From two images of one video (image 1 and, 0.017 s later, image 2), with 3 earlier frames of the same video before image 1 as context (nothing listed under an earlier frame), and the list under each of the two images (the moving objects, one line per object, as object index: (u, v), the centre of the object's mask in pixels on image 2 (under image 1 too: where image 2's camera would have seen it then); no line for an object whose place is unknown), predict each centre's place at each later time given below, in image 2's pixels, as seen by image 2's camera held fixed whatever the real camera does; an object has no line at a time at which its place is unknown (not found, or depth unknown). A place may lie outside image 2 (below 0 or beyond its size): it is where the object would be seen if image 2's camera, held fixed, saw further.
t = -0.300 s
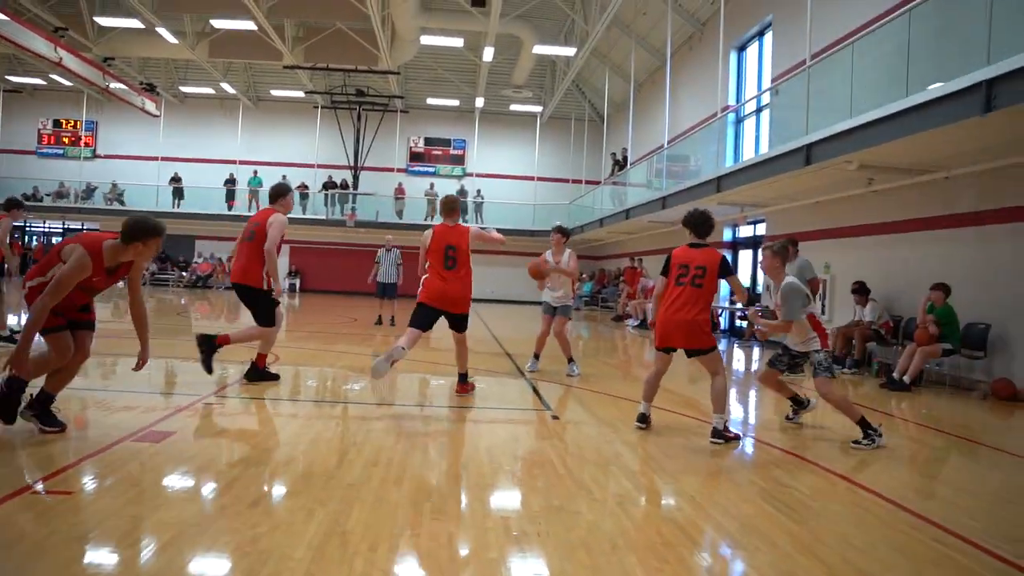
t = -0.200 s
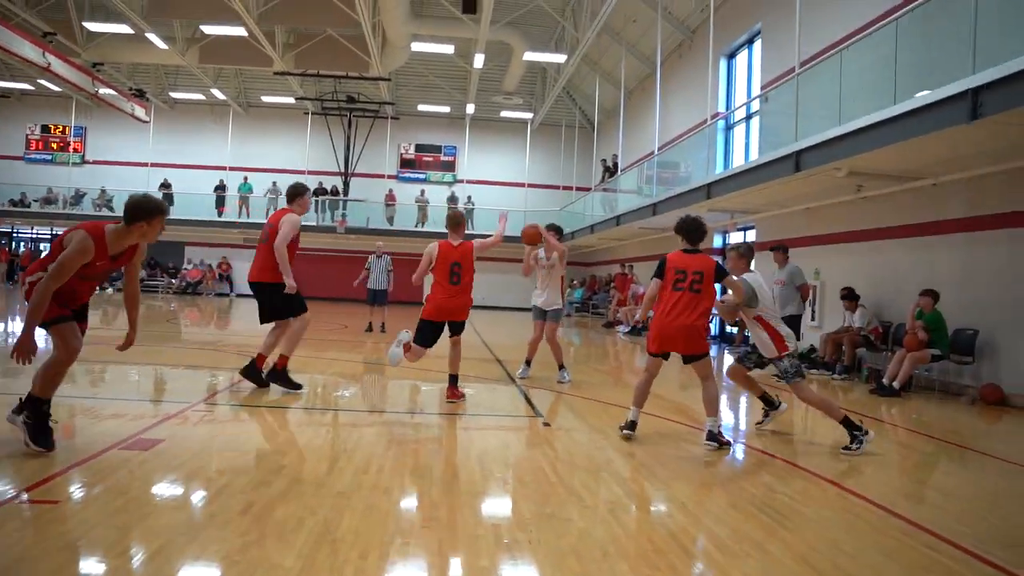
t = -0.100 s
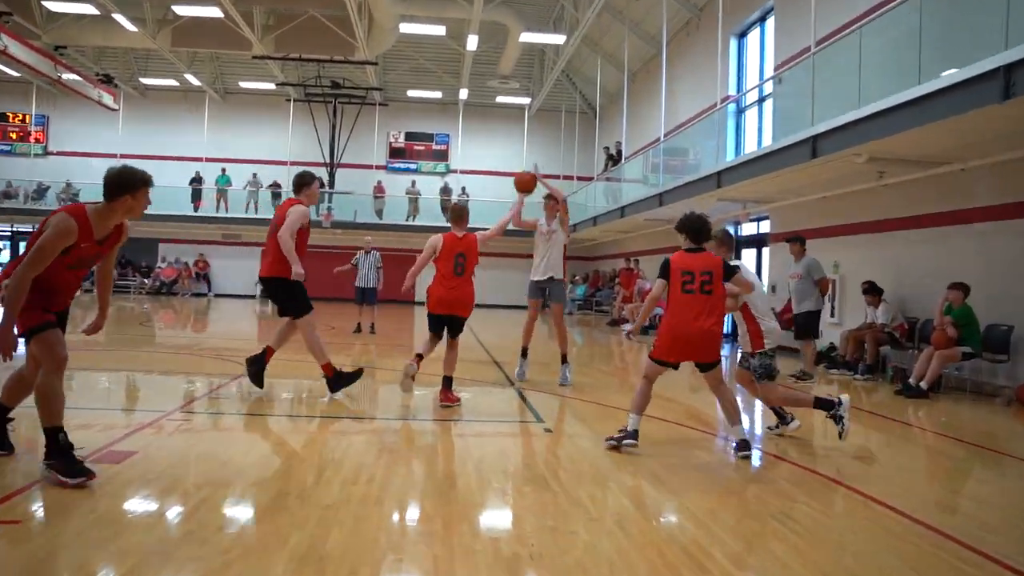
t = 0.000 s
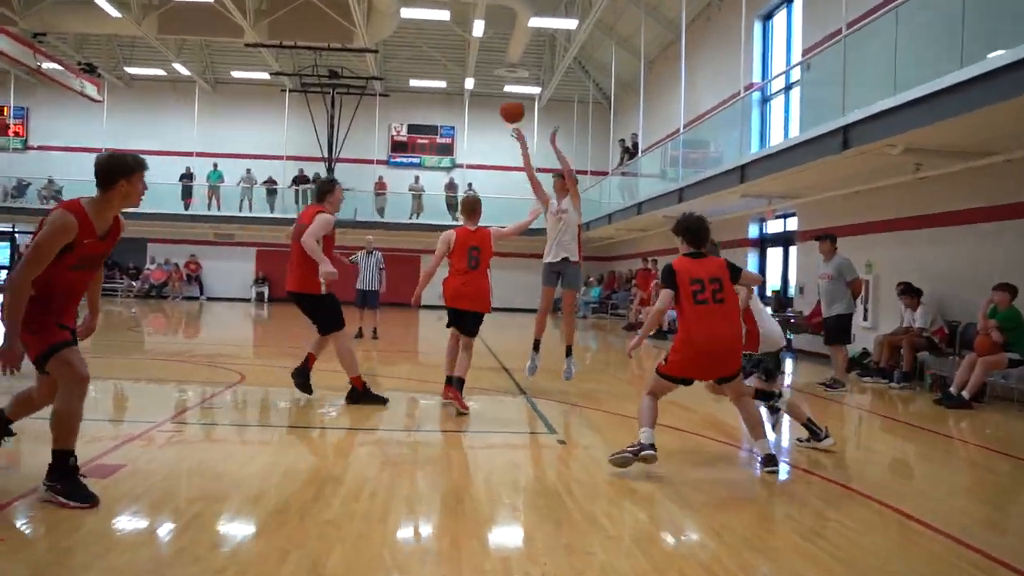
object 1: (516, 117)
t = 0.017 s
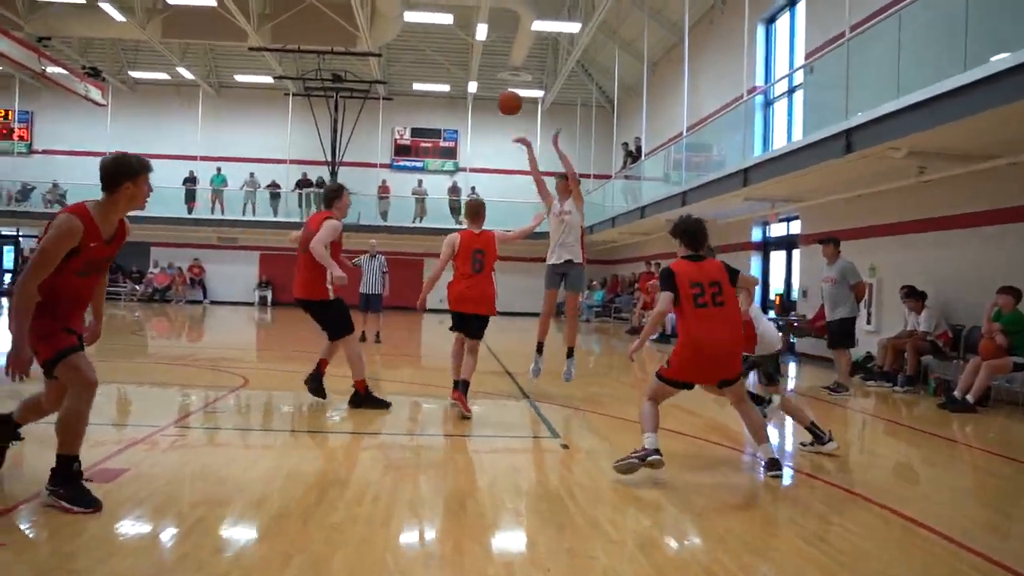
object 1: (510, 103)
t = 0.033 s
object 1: (503, 90)
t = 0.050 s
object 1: (496, 77)
